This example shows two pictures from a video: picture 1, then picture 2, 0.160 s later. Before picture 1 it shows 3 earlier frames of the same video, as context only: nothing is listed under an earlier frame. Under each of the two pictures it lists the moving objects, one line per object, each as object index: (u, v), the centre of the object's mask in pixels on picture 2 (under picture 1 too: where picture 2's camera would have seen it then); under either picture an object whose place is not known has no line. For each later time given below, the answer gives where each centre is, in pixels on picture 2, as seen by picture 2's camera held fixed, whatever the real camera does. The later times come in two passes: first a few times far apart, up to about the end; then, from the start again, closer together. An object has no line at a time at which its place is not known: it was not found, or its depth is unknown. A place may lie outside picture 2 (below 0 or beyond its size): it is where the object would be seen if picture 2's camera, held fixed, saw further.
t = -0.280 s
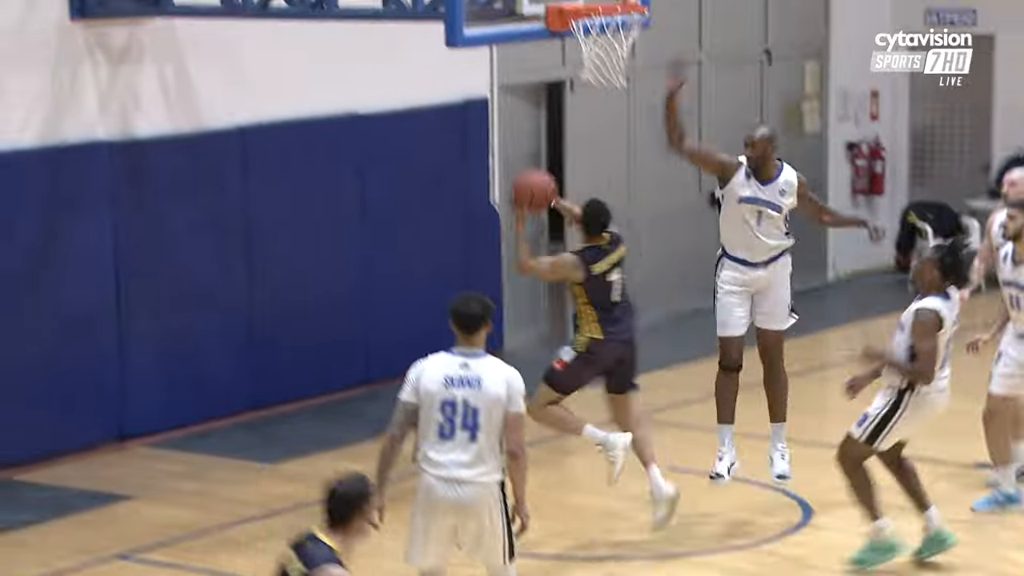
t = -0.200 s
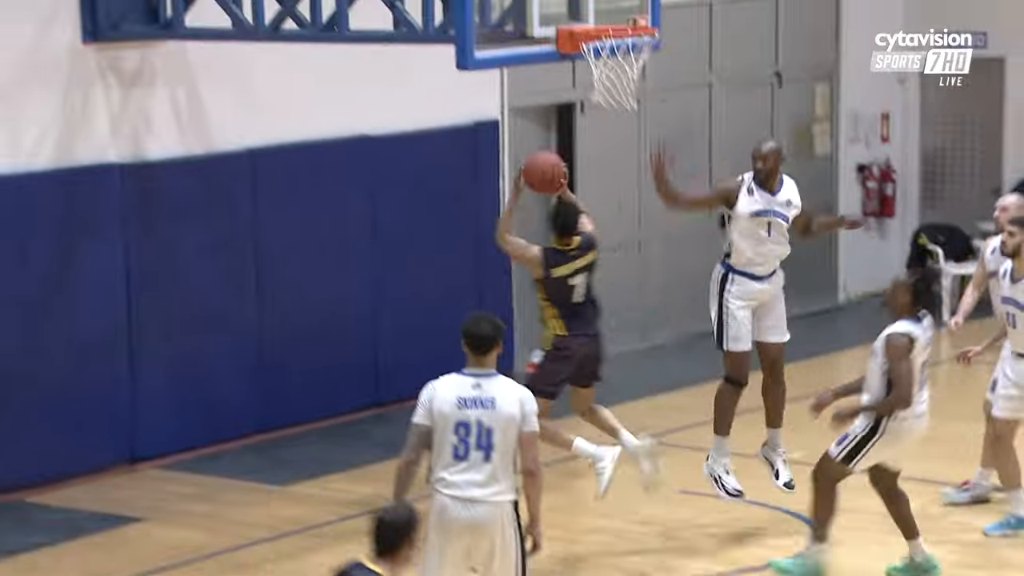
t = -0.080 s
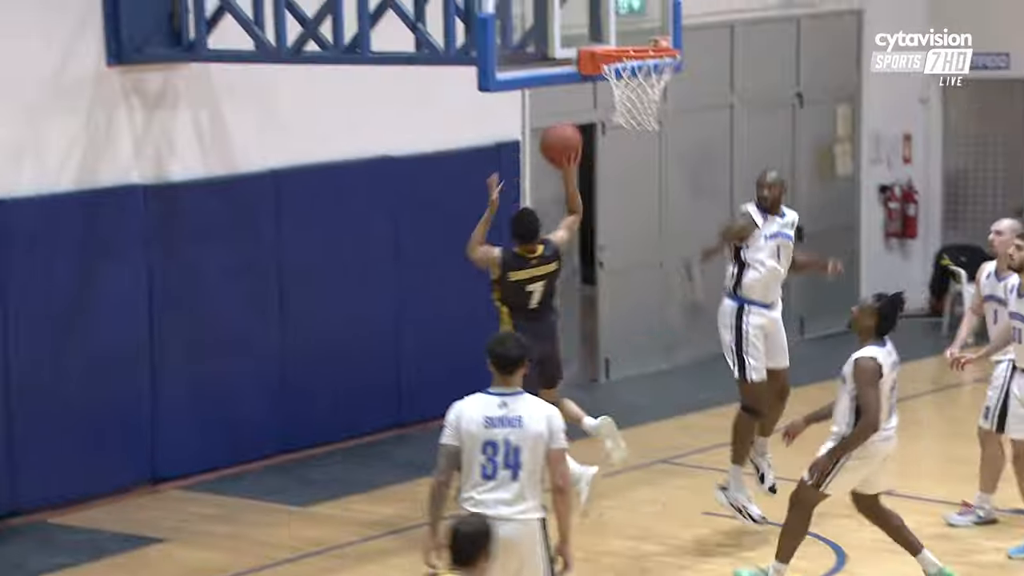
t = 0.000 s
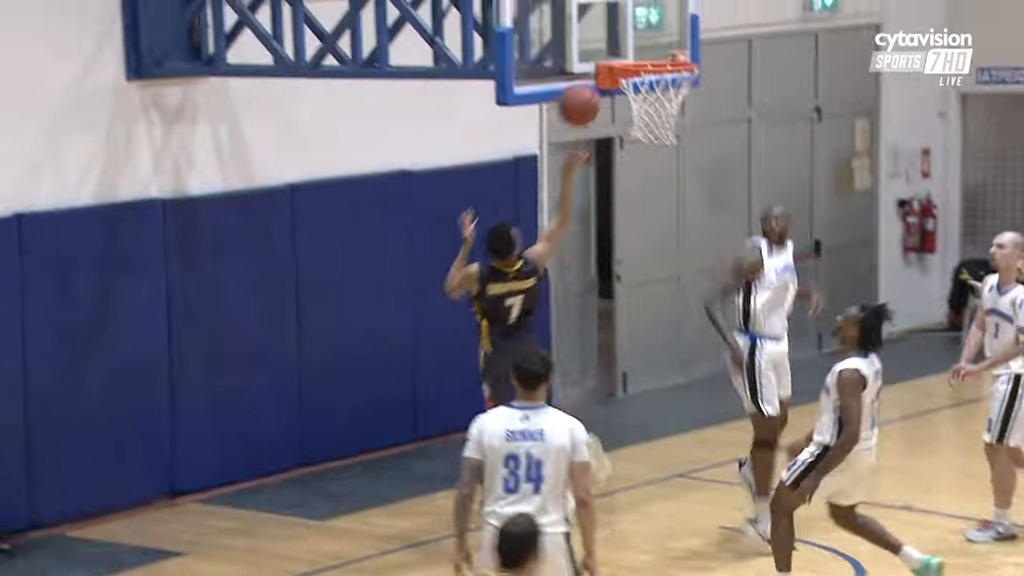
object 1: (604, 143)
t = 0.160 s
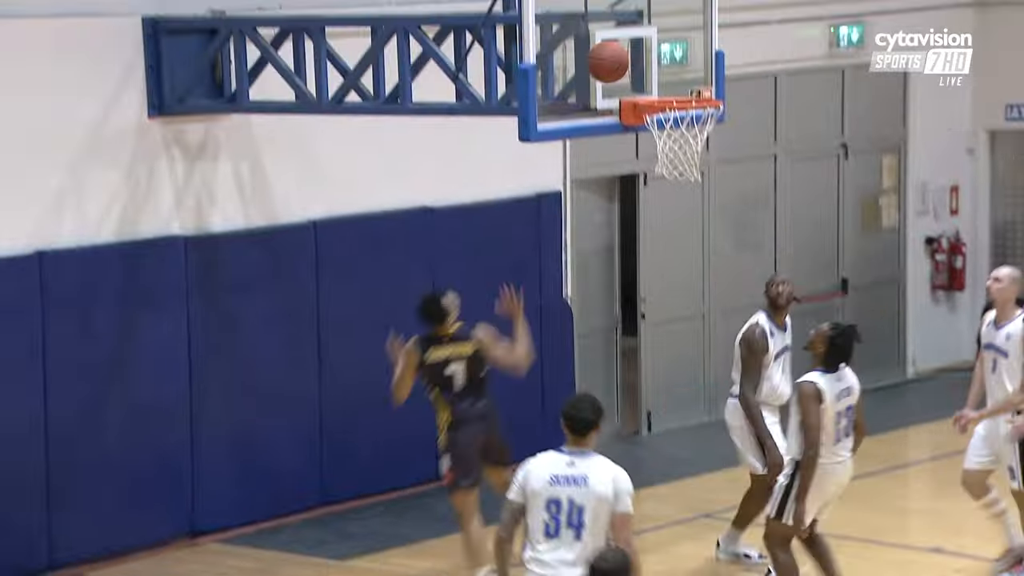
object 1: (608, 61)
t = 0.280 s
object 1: (612, 32)
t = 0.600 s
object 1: (690, 82)
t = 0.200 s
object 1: (609, 49)
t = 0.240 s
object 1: (610, 39)
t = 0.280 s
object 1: (612, 32)
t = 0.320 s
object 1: (615, 28)
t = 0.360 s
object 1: (625, 27)
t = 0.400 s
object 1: (636, 29)
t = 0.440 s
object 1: (647, 35)
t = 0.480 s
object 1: (658, 44)
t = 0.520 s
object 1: (669, 55)
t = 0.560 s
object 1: (681, 68)
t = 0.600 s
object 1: (690, 82)
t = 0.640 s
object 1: (696, 91)
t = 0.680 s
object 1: (687, 102)
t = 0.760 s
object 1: (670, 127)
